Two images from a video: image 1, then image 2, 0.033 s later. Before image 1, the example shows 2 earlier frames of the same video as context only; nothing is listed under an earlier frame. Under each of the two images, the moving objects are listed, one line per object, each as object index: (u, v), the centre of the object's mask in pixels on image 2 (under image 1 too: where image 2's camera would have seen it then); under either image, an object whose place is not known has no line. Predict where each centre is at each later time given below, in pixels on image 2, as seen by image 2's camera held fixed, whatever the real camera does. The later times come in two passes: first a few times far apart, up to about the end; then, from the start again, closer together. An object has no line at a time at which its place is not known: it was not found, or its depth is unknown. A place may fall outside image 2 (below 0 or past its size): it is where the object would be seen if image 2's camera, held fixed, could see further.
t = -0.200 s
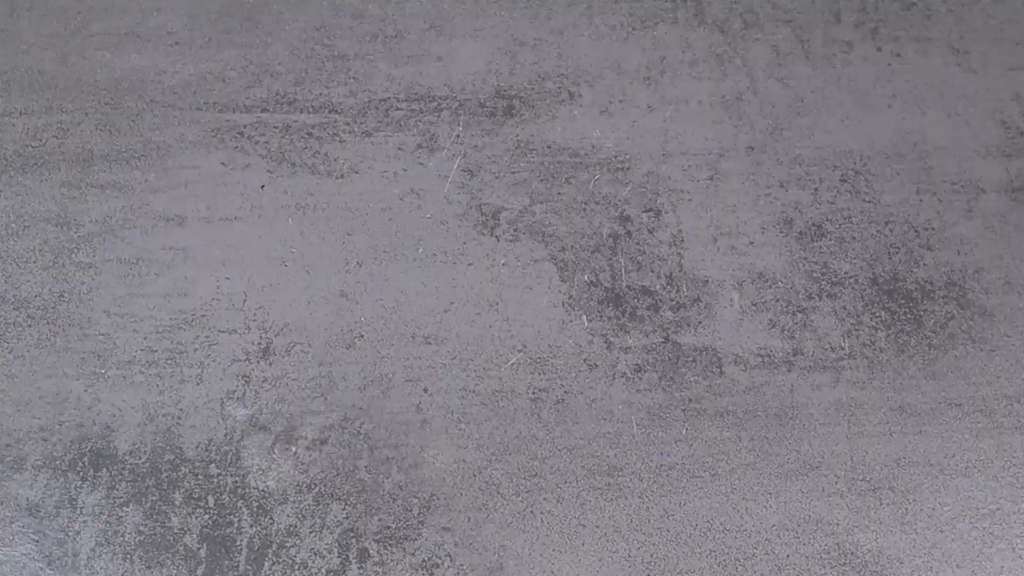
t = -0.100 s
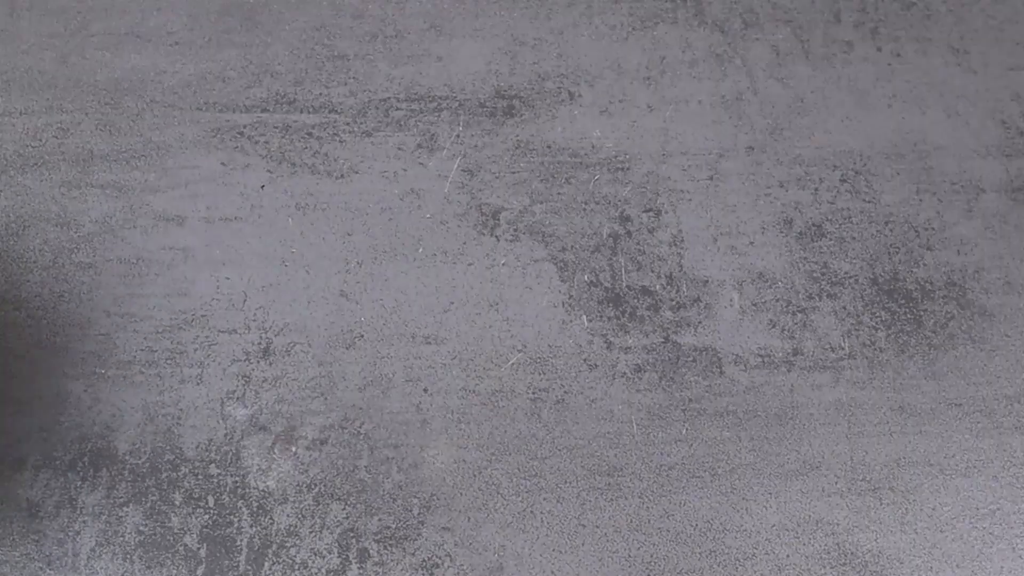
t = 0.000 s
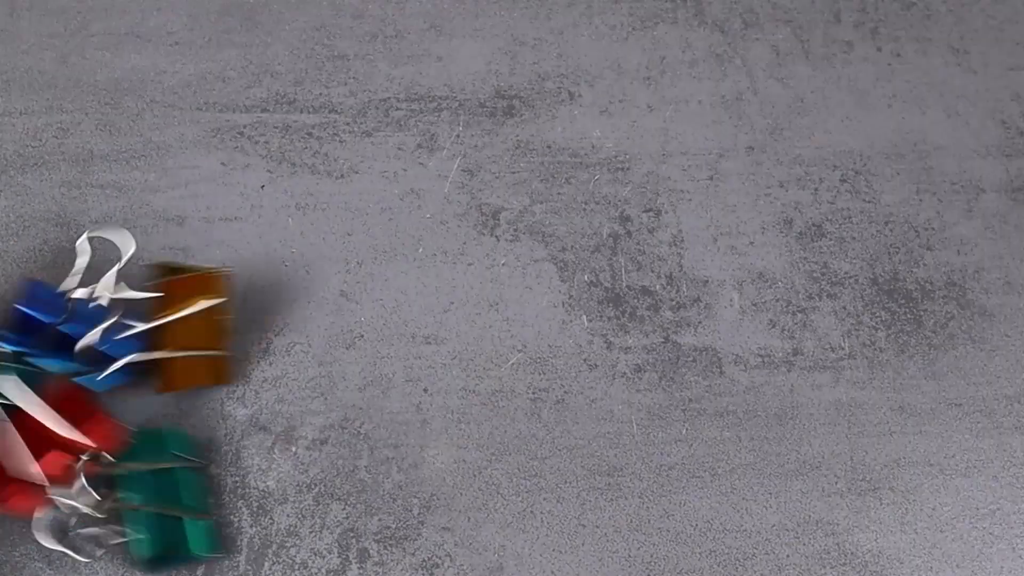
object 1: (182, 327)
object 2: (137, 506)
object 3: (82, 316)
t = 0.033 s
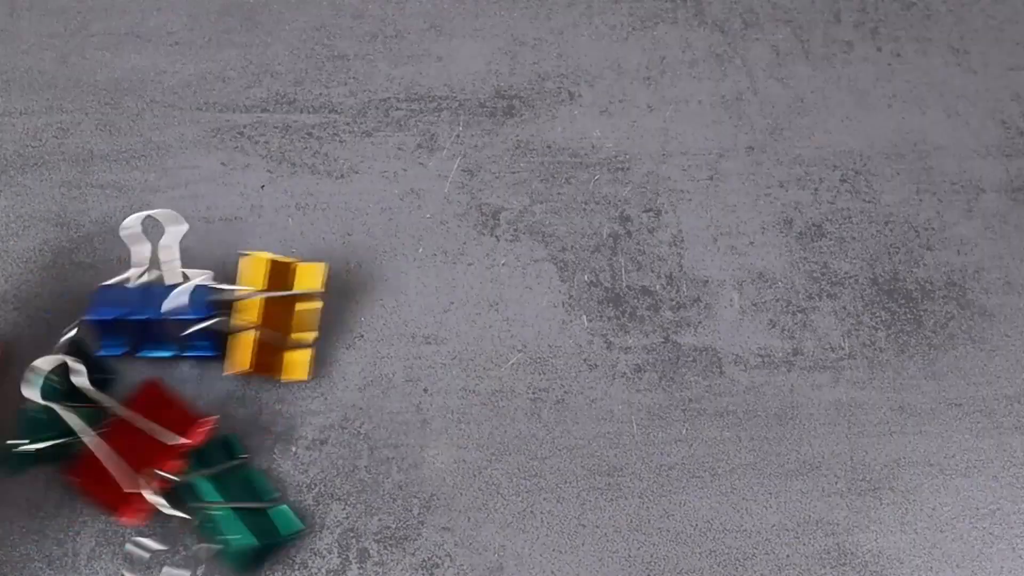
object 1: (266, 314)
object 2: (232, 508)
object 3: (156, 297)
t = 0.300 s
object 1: (689, 230)
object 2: (604, 505)
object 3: (405, 221)
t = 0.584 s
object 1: (727, 221)
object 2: (625, 506)
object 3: (405, 221)
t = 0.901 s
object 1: (727, 221)
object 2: (625, 506)
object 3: (405, 221)
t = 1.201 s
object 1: (727, 221)
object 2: (625, 506)
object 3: (405, 221)
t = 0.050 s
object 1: (313, 309)
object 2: (254, 518)
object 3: (177, 290)
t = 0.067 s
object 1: (349, 300)
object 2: (291, 515)
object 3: (211, 287)
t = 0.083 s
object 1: (387, 293)
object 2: (325, 512)
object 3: (240, 279)
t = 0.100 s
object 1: (419, 285)
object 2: (357, 510)
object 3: (266, 272)
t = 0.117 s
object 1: (455, 279)
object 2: (387, 506)
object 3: (289, 264)
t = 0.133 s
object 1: (487, 272)
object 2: (418, 503)
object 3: (310, 257)
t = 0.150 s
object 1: (510, 266)
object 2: (443, 504)
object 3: (329, 250)
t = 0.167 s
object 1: (538, 261)
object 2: (468, 503)
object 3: (346, 243)
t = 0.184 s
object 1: (564, 256)
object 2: (493, 505)
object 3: (360, 238)
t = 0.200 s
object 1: (595, 252)
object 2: (515, 504)
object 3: (373, 233)
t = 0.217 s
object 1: (609, 247)
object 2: (535, 503)
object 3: (383, 229)
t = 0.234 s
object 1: (637, 243)
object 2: (553, 505)
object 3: (392, 226)
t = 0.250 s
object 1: (655, 240)
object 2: (569, 505)
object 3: (398, 224)
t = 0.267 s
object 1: (670, 236)
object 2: (583, 505)
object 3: (403, 222)
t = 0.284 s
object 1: (684, 232)
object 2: (595, 505)
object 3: (405, 221)
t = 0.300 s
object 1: (689, 230)
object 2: (604, 505)
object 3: (405, 221)
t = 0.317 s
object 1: (700, 227)
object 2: (612, 506)
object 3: (405, 221)
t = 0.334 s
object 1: (716, 225)
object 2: (618, 506)
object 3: (405, 221)
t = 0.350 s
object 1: (717, 224)
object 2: (623, 506)
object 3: (405, 221)
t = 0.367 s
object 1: (722, 223)
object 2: (625, 507)
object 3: (405, 221)
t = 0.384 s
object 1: (725, 222)
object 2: (625, 506)
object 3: (405, 221)
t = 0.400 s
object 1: (727, 222)
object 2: (625, 506)
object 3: (405, 221)
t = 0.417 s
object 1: (727, 221)
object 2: (625, 506)
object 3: (405, 221)
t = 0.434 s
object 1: (727, 221)
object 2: (625, 506)
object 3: (405, 221)
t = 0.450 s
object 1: (727, 221)
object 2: (625, 506)
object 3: (405, 221)
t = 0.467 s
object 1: (727, 221)
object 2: (625, 506)
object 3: (405, 221)
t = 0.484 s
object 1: (727, 221)
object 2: (625, 506)
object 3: (405, 221)
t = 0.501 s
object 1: (727, 221)
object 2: (625, 506)
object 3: (405, 221)
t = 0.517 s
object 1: (727, 221)
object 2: (625, 507)
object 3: (405, 221)
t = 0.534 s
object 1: (727, 221)
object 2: (625, 507)
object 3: (405, 221)
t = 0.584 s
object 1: (727, 221)
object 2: (625, 506)
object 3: (405, 221)
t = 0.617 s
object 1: (727, 221)
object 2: (625, 507)
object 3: (405, 221)
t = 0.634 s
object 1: (727, 221)
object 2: (625, 506)
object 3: (405, 221)
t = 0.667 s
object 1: (727, 221)
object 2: (625, 507)
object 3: (405, 221)
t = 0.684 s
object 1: (727, 221)
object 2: (625, 506)
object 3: (405, 221)
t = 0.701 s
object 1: (727, 221)
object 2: (625, 507)
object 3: (405, 221)
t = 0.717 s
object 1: (727, 221)
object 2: (625, 507)
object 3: (405, 221)
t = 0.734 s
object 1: (727, 221)
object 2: (625, 507)
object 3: (405, 221)
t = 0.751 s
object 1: (727, 221)
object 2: (625, 507)
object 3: (405, 221)
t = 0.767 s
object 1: (727, 221)
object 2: (625, 507)
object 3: (405, 221)
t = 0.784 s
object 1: (727, 221)
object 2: (625, 506)
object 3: (405, 221)
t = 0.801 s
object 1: (727, 221)
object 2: (625, 506)
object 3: (405, 221)
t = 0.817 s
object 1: (727, 221)
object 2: (626, 506)
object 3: (405, 221)
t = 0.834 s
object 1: (727, 221)
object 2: (625, 506)
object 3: (405, 221)
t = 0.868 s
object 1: (727, 221)
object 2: (625, 506)
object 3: (405, 221)
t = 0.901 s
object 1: (727, 221)
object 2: (625, 506)
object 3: (405, 221)
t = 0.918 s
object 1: (727, 221)
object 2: (625, 506)
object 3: (405, 221)
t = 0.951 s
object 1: (727, 221)
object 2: (625, 506)
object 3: (405, 221)
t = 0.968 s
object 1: (727, 221)
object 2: (625, 506)
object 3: (405, 221)
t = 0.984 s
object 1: (727, 221)
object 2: (625, 506)
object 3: (405, 221)
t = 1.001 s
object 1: (727, 221)
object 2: (625, 506)
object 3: (405, 221)
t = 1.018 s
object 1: (727, 221)
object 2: (625, 506)
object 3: (405, 221)
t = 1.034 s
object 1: (727, 221)
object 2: (625, 506)
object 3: (405, 221)
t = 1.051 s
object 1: (727, 221)
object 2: (625, 506)
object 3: (405, 221)
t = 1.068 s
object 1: (727, 221)
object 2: (625, 506)
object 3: (405, 221)
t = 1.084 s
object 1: (727, 221)
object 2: (625, 506)
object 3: (405, 221)
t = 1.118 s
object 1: (727, 221)
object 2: (625, 506)
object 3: (405, 221)
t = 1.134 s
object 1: (727, 221)
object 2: (625, 506)
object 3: (405, 221)
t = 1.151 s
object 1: (727, 221)
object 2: (625, 506)
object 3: (405, 221)
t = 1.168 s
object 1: (727, 221)
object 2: (625, 506)
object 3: (405, 221)
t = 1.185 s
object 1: (727, 221)
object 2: (625, 506)
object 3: (405, 221)
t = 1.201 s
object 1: (727, 221)
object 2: (625, 506)
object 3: (405, 221)
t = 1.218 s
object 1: (727, 221)
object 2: (625, 506)
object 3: (405, 221)
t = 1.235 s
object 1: (727, 221)
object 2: (625, 506)
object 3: (405, 221)
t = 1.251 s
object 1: (727, 221)
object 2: (625, 506)
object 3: (405, 221)
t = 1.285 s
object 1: (727, 221)
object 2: (625, 506)
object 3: (405, 221)
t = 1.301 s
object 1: (727, 221)
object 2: (625, 506)
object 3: (405, 221)
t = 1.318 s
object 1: (727, 221)
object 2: (625, 506)
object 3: (405, 221)
